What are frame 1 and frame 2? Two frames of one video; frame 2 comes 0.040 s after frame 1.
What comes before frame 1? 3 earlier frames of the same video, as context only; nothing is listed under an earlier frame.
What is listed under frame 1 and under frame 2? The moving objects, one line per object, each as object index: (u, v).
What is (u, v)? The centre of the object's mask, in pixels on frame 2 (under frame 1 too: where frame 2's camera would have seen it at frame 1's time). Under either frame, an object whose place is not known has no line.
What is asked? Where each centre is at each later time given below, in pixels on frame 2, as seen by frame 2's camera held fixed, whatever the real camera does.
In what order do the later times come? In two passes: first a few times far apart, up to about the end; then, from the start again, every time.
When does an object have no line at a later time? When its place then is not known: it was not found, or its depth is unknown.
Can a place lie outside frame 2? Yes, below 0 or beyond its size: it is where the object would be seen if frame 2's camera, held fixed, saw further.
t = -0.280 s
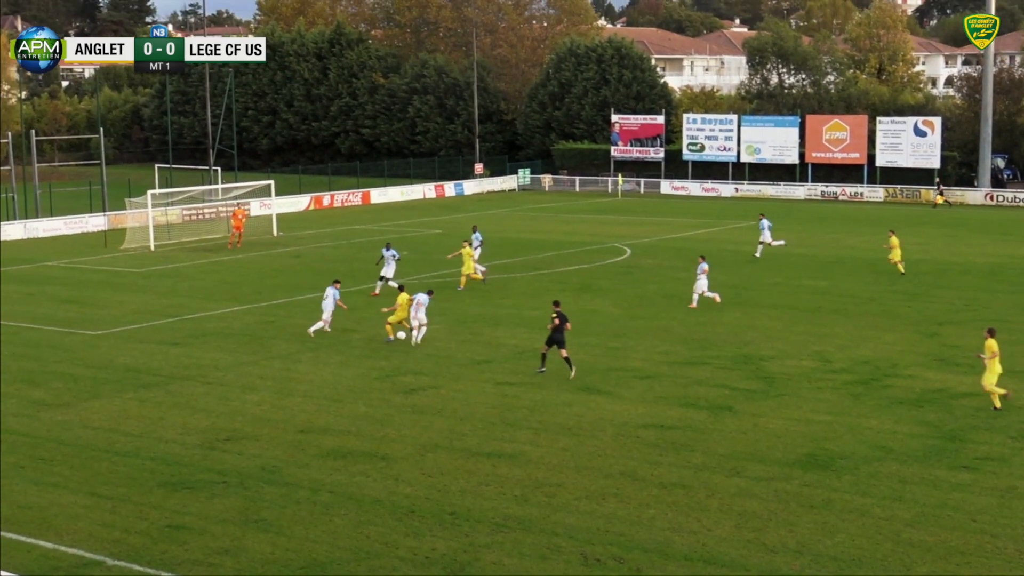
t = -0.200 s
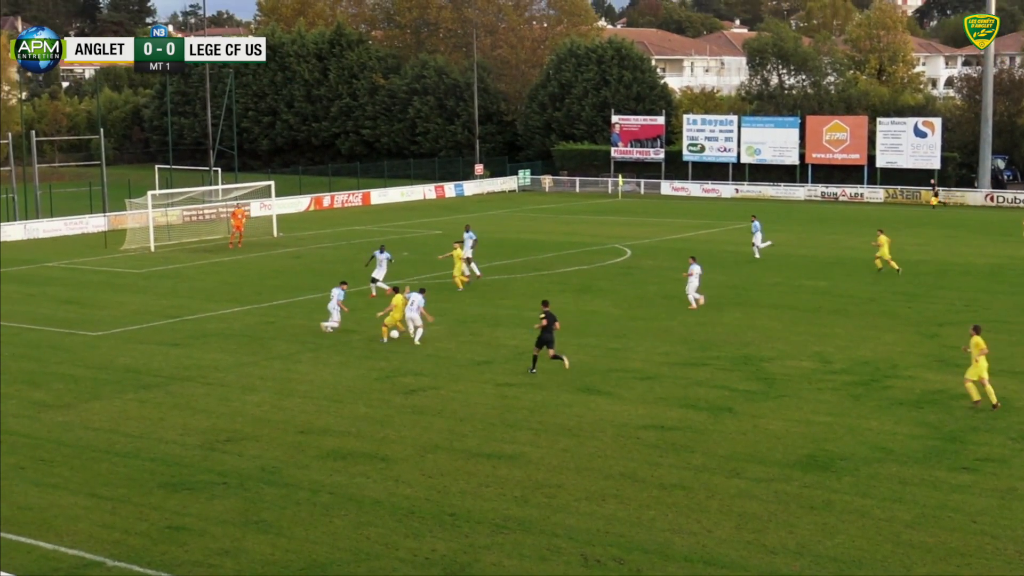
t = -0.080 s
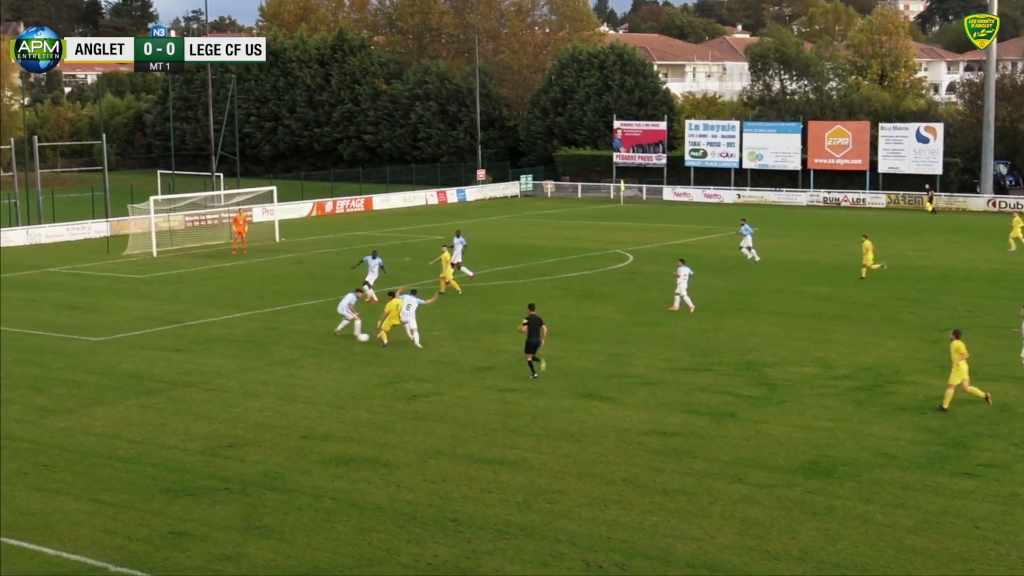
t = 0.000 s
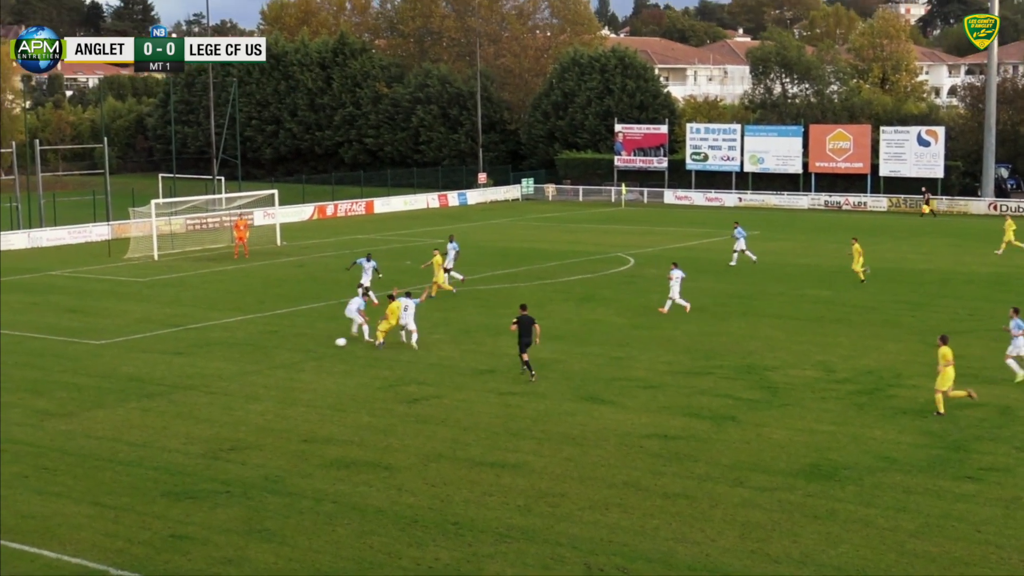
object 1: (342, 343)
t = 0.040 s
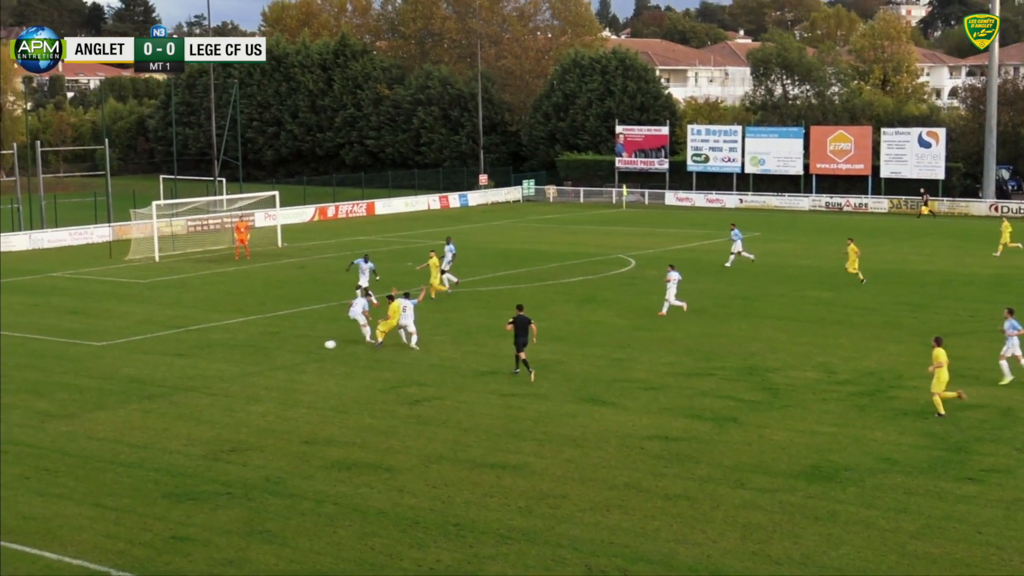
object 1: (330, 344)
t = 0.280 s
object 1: (268, 344)
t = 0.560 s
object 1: (204, 344)
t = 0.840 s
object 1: (145, 345)
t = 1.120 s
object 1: (90, 345)
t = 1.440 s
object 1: (32, 346)
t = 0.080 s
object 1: (319, 344)
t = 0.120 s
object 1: (308, 343)
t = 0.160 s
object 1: (298, 343)
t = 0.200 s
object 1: (287, 344)
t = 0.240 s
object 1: (277, 345)
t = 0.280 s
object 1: (268, 344)
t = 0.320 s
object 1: (258, 343)
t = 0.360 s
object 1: (249, 343)
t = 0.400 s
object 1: (240, 343)
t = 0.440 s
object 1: (231, 344)
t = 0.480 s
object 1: (222, 345)
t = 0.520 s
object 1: (213, 344)
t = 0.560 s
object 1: (204, 344)
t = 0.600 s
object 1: (195, 344)
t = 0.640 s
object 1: (187, 345)
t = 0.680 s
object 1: (178, 345)
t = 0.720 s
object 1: (170, 345)
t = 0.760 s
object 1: (161, 345)
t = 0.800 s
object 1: (153, 345)
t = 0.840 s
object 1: (145, 345)
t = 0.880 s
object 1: (136, 344)
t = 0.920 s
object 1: (128, 344)
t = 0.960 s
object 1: (120, 345)
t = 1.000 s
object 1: (113, 345)
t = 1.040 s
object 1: (105, 345)
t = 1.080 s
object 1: (97, 345)
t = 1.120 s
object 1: (90, 345)
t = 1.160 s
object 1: (82, 345)
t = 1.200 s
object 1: (74, 345)
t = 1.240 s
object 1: (67, 346)
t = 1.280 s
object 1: (60, 346)
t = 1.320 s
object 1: (53, 345)
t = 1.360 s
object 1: (46, 345)
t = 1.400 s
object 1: (39, 346)
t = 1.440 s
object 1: (32, 346)
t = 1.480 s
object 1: (25, 346)
